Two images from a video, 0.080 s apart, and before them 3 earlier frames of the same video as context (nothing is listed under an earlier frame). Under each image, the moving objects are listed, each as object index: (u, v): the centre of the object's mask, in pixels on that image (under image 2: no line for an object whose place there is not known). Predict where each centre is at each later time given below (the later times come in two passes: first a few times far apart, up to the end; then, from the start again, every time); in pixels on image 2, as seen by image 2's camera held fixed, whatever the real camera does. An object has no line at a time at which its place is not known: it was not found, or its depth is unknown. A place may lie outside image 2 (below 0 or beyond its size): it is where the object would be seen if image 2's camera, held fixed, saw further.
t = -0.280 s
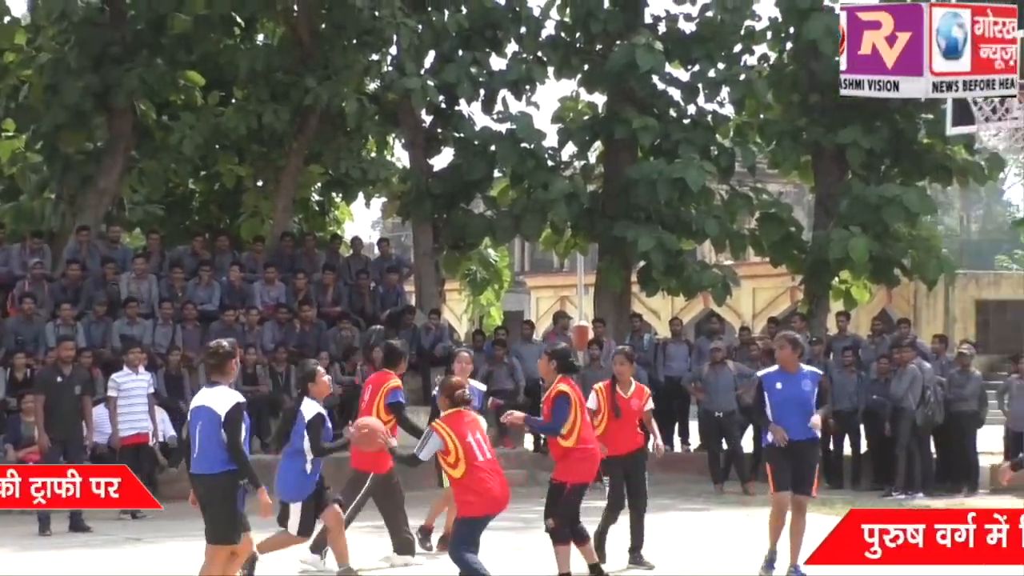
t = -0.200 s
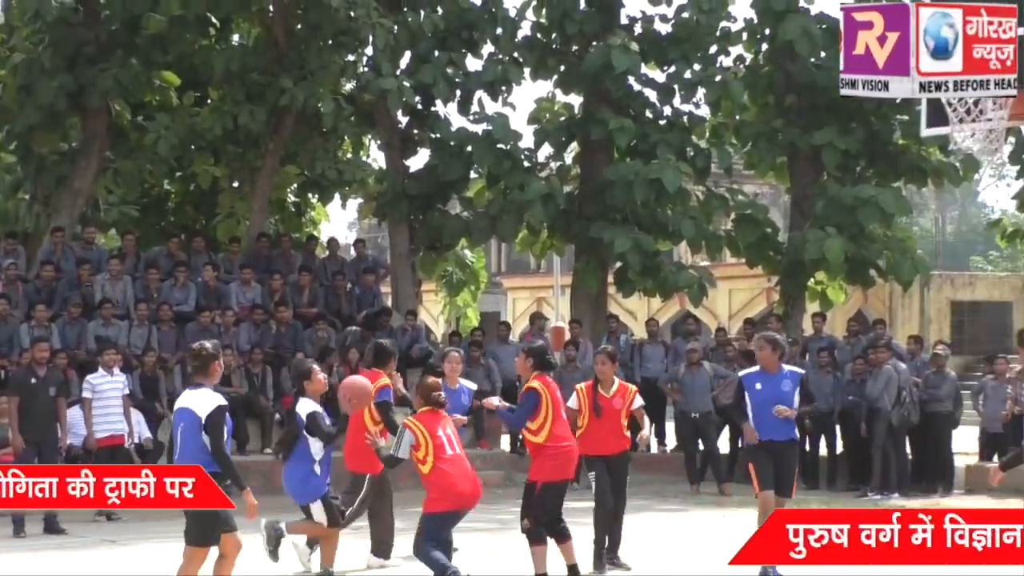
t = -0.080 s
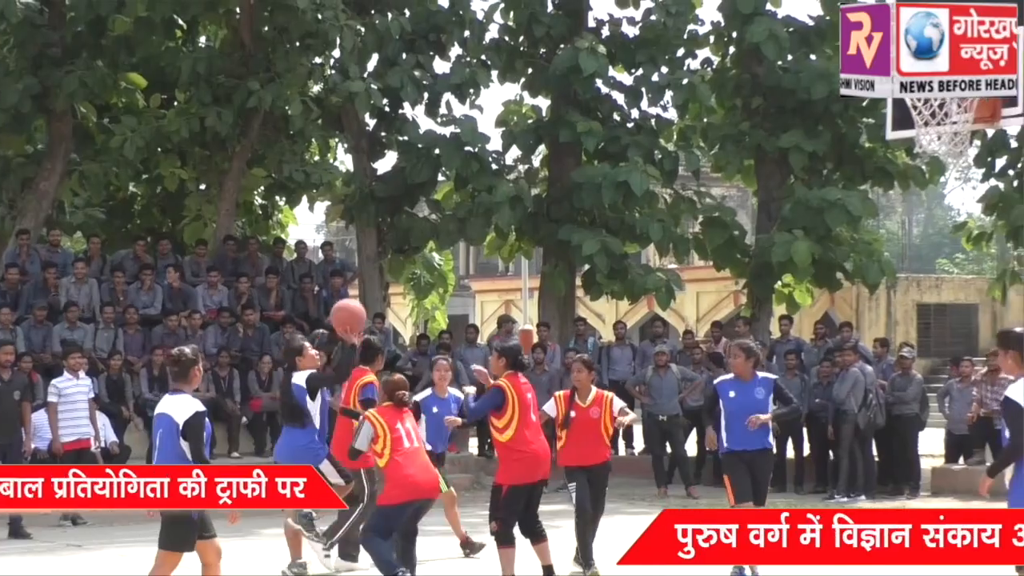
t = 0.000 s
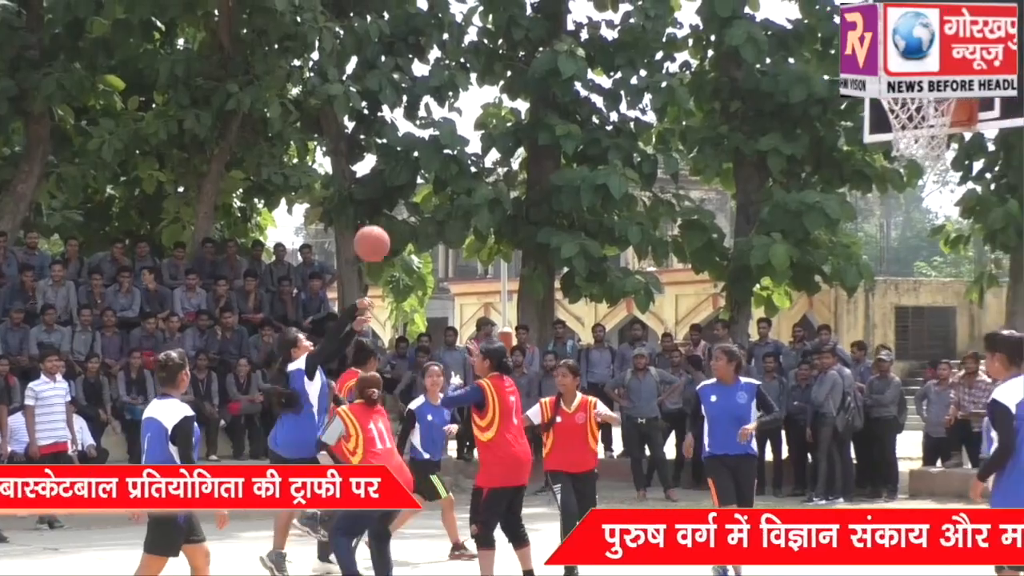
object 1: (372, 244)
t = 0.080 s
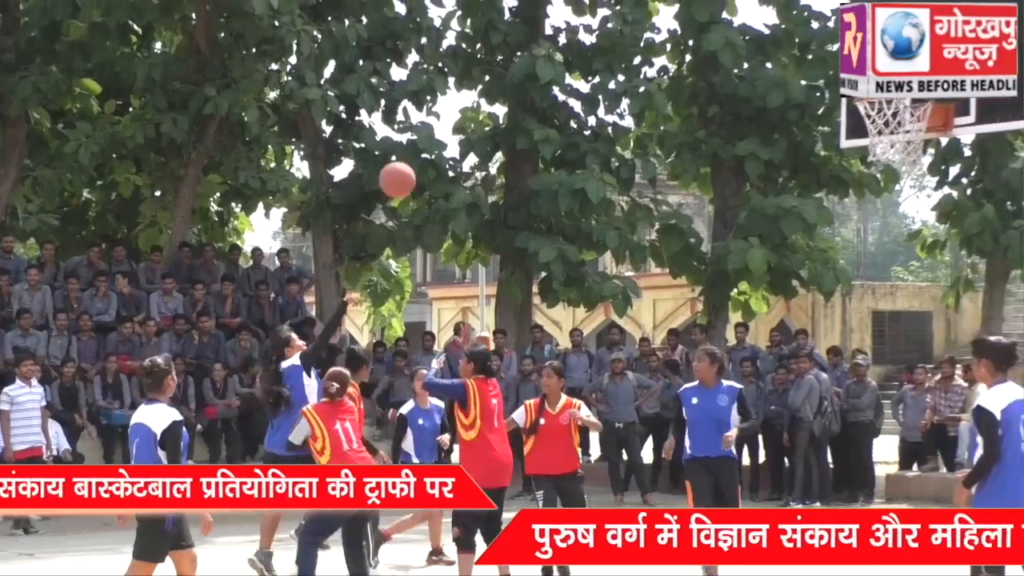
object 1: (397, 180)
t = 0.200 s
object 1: (471, 94)
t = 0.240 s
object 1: (496, 71)
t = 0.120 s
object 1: (422, 149)
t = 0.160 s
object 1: (446, 121)
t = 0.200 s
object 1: (471, 94)
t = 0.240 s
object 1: (496, 71)
